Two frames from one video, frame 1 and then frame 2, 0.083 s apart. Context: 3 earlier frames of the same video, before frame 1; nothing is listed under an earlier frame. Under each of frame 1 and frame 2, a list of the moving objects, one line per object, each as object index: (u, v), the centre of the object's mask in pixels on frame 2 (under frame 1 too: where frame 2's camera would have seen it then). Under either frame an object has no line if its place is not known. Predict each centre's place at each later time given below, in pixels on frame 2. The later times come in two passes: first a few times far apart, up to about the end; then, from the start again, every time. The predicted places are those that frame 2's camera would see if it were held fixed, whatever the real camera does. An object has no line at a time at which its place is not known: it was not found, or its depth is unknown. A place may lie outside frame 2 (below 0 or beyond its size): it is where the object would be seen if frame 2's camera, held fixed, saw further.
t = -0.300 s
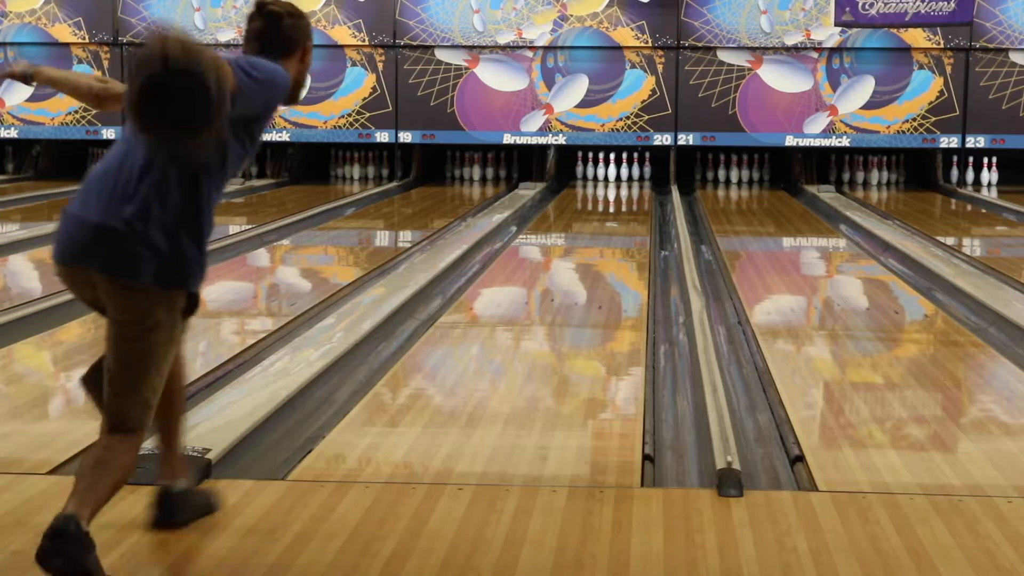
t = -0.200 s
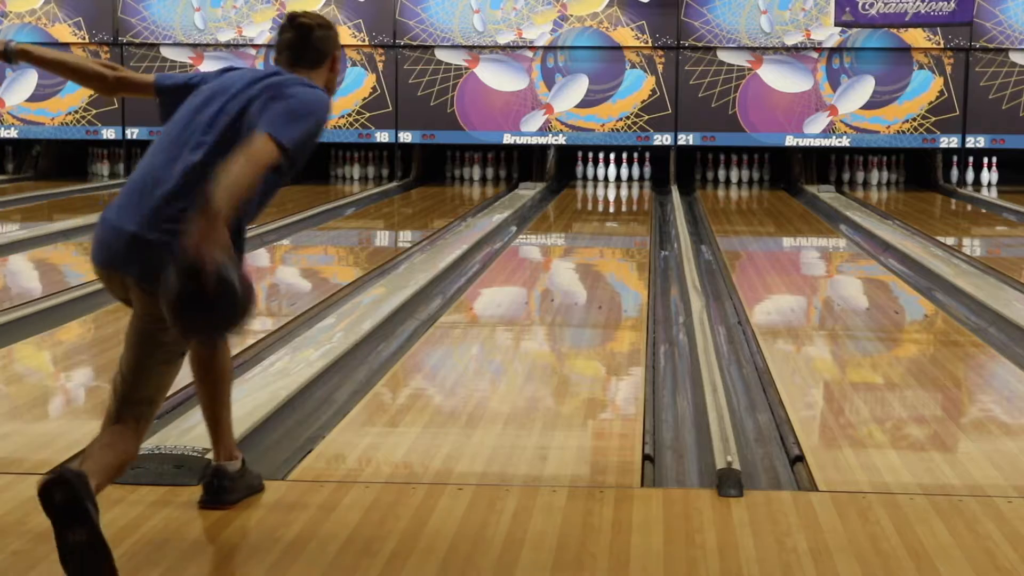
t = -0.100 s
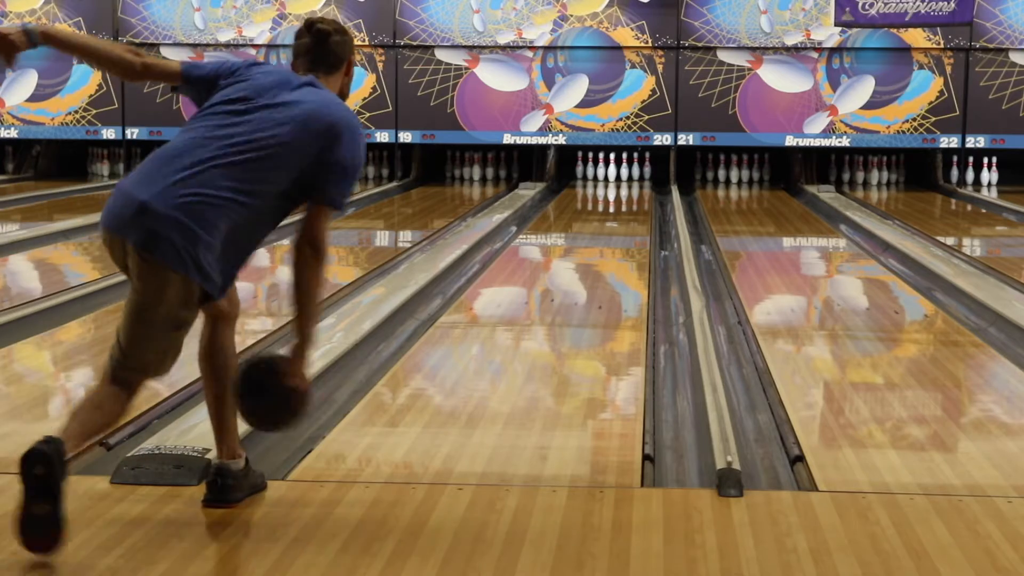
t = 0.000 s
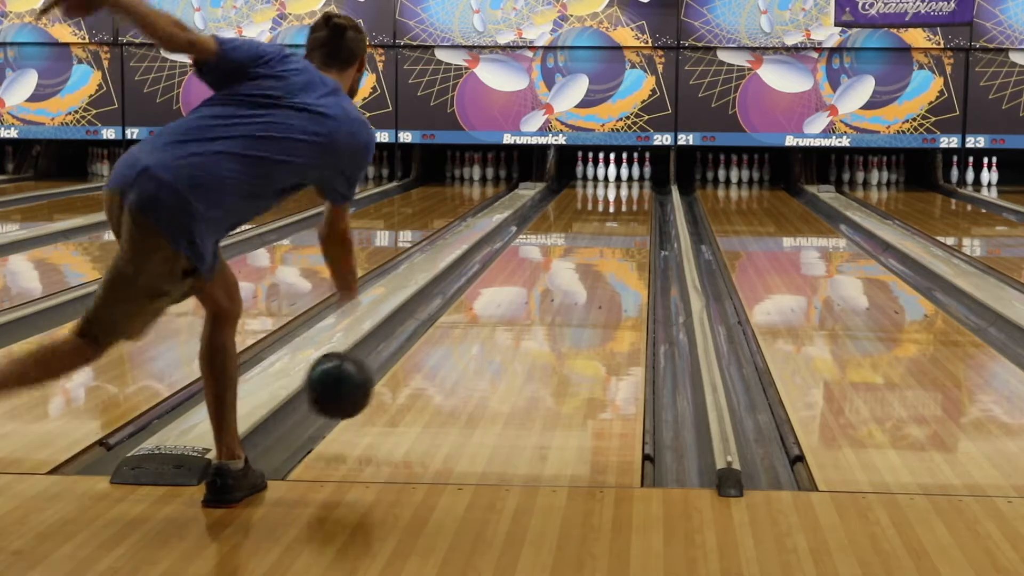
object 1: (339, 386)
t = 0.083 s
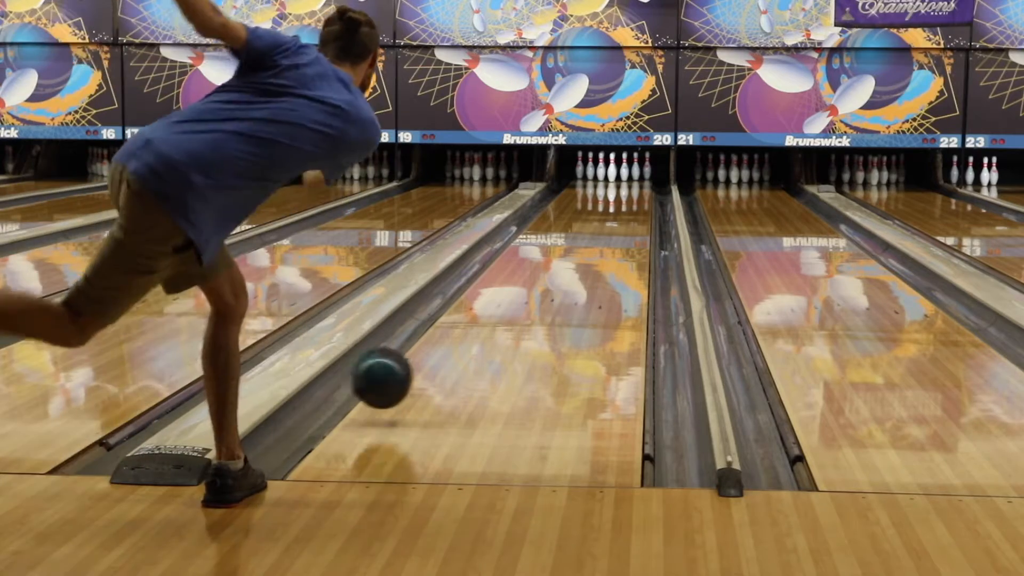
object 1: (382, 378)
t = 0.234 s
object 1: (440, 352)
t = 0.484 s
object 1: (506, 302)
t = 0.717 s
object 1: (547, 271)
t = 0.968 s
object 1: (578, 246)
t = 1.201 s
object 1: (598, 229)
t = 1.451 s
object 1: (613, 215)
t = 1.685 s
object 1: (622, 204)
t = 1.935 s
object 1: (629, 194)
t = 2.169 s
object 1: (631, 188)
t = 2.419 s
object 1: (628, 180)
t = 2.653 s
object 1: (622, 175)
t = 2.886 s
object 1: (616, 173)
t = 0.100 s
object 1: (388, 379)
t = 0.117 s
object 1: (396, 380)
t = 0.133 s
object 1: (403, 380)
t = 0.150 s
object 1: (410, 373)
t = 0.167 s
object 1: (417, 367)
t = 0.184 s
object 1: (423, 362)
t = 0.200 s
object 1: (429, 358)
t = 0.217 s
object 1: (435, 355)
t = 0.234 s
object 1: (440, 352)
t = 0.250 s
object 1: (446, 347)
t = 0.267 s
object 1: (451, 343)
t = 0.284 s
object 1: (456, 339)
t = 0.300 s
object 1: (461, 336)
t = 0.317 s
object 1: (465, 332)
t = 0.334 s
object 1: (470, 329)
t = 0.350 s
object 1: (475, 325)
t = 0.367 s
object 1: (480, 322)
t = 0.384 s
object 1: (483, 319)
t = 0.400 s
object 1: (487, 316)
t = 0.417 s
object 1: (491, 313)
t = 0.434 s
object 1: (496, 310)
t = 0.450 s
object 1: (499, 307)
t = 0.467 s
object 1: (503, 304)
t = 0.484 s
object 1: (506, 302)
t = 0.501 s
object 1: (510, 299)
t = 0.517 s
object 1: (513, 297)
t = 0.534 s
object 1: (517, 294)
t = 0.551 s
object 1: (520, 292)
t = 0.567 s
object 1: (523, 290)
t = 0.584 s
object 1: (526, 287)
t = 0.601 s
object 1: (529, 285)
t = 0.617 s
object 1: (532, 283)
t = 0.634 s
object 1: (534, 281)
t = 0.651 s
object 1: (537, 279)
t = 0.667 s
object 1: (540, 277)
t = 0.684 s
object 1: (542, 274)
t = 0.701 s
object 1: (545, 273)
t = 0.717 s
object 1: (547, 271)
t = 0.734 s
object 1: (550, 269)
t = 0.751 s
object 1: (552, 267)
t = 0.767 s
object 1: (554, 265)
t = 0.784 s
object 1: (556, 263)
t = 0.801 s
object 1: (558, 261)
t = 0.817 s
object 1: (561, 260)
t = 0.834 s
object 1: (563, 258)
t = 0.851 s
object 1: (565, 257)
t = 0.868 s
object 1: (567, 255)
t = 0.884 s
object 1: (570, 253)
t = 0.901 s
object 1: (571, 252)
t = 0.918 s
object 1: (573, 250)
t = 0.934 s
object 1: (575, 249)
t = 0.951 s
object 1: (576, 247)
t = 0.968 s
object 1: (578, 246)
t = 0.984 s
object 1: (580, 244)
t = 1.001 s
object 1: (581, 243)
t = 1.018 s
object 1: (583, 242)
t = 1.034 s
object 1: (585, 240)
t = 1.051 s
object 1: (587, 239)
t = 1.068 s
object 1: (588, 238)
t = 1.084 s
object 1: (589, 237)
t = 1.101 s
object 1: (590, 235)
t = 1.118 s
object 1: (592, 235)
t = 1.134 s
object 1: (593, 234)
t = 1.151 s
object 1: (594, 233)
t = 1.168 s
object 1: (596, 231)
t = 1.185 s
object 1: (597, 230)
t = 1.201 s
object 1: (598, 229)
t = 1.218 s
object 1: (600, 228)
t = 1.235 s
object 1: (601, 227)
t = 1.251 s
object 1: (602, 226)
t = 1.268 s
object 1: (603, 225)
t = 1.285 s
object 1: (604, 224)
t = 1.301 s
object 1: (605, 223)
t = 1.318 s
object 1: (606, 222)
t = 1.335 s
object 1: (607, 221)
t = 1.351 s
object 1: (608, 220)
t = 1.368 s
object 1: (609, 219)
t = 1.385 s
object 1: (610, 218)
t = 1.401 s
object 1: (611, 217)
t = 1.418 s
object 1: (612, 217)
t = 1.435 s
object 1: (612, 216)
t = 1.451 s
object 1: (613, 215)
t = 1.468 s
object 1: (614, 214)
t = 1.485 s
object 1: (615, 213)
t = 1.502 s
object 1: (616, 212)
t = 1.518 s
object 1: (617, 211)
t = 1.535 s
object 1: (617, 211)
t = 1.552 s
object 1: (618, 210)
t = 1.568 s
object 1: (619, 209)
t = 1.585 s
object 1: (620, 208)
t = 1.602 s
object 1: (620, 207)
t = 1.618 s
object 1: (620, 207)
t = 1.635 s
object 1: (621, 206)
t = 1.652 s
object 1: (621, 205)
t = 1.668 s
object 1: (622, 204)
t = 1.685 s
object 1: (622, 204)
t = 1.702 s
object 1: (623, 203)
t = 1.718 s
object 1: (624, 202)
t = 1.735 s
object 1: (624, 202)
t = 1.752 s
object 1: (624, 201)
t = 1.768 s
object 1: (625, 200)
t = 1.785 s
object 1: (625, 200)
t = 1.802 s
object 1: (626, 199)
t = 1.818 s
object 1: (626, 199)
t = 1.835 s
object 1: (627, 198)
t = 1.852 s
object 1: (628, 197)
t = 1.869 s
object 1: (628, 197)
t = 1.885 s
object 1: (629, 196)
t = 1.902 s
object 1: (629, 196)
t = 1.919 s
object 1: (629, 195)
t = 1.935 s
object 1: (629, 194)
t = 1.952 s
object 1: (629, 194)
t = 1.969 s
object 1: (630, 193)
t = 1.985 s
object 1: (630, 193)
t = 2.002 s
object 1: (630, 192)
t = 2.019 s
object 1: (630, 192)
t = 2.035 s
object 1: (630, 191)
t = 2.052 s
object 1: (630, 191)
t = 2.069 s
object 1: (631, 190)
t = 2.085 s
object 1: (631, 190)
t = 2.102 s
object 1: (631, 190)
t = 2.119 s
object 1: (631, 189)
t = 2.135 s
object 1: (631, 189)
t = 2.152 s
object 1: (631, 188)
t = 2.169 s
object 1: (631, 188)
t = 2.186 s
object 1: (631, 187)
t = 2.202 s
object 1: (631, 187)
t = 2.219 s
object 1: (631, 186)
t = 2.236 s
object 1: (630, 186)
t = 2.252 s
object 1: (630, 185)
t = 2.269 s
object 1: (631, 185)
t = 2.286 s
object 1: (631, 184)
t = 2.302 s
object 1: (631, 184)
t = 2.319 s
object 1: (630, 184)
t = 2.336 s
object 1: (629, 183)
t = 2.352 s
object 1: (629, 183)
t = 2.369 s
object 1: (629, 182)
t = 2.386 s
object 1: (629, 182)
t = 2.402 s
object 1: (629, 181)
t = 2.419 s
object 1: (628, 180)
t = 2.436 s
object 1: (628, 180)
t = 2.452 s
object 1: (627, 179)
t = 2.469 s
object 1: (626, 179)
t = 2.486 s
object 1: (627, 179)
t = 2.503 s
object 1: (625, 179)
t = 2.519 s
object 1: (625, 178)
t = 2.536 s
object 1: (625, 178)
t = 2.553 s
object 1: (624, 179)
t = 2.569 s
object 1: (625, 178)
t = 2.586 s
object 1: (624, 177)
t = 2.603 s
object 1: (624, 176)
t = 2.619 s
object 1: (623, 177)
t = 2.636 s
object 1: (623, 176)
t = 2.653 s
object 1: (622, 175)
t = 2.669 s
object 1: (620, 175)
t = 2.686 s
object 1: (619, 175)
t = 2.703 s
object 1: (618, 174)
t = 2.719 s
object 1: (619, 174)
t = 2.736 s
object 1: (619, 174)
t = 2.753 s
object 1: (619, 174)
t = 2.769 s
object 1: (619, 174)
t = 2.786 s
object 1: (618, 174)
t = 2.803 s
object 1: (618, 174)
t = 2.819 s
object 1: (617, 173)
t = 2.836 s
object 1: (617, 173)
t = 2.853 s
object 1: (617, 173)
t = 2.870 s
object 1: (618, 173)
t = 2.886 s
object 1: (616, 173)
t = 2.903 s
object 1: (616, 173)
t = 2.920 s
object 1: (615, 174)
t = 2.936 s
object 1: (615, 173)
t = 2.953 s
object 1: (615, 173)
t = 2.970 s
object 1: (615, 173)
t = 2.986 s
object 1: (615, 172)
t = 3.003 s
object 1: (616, 172)
